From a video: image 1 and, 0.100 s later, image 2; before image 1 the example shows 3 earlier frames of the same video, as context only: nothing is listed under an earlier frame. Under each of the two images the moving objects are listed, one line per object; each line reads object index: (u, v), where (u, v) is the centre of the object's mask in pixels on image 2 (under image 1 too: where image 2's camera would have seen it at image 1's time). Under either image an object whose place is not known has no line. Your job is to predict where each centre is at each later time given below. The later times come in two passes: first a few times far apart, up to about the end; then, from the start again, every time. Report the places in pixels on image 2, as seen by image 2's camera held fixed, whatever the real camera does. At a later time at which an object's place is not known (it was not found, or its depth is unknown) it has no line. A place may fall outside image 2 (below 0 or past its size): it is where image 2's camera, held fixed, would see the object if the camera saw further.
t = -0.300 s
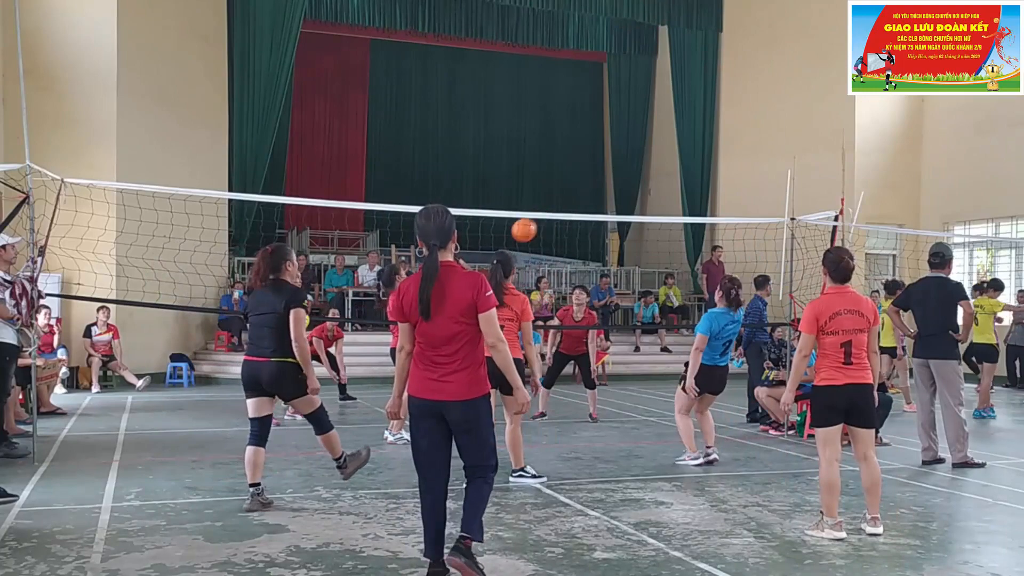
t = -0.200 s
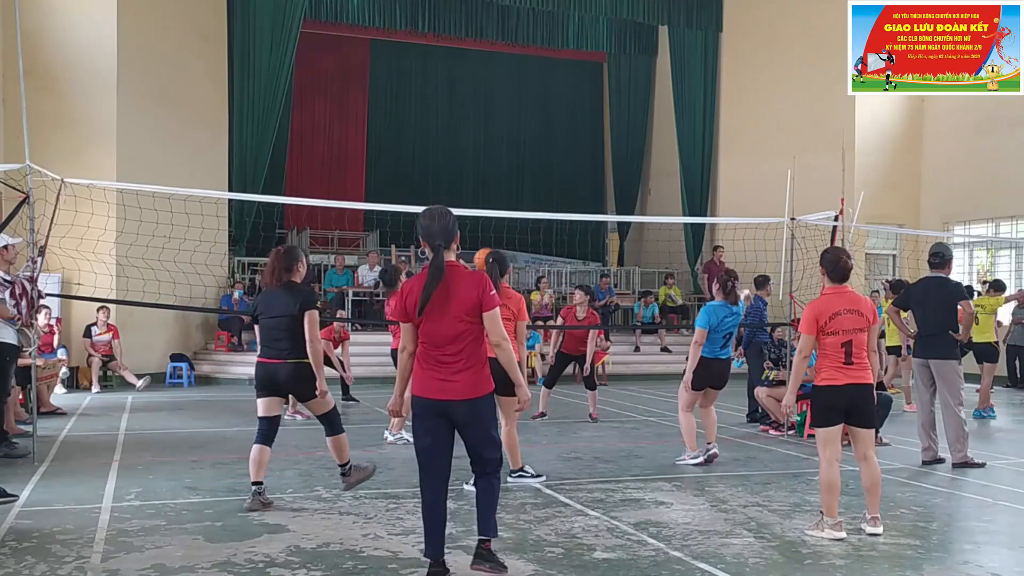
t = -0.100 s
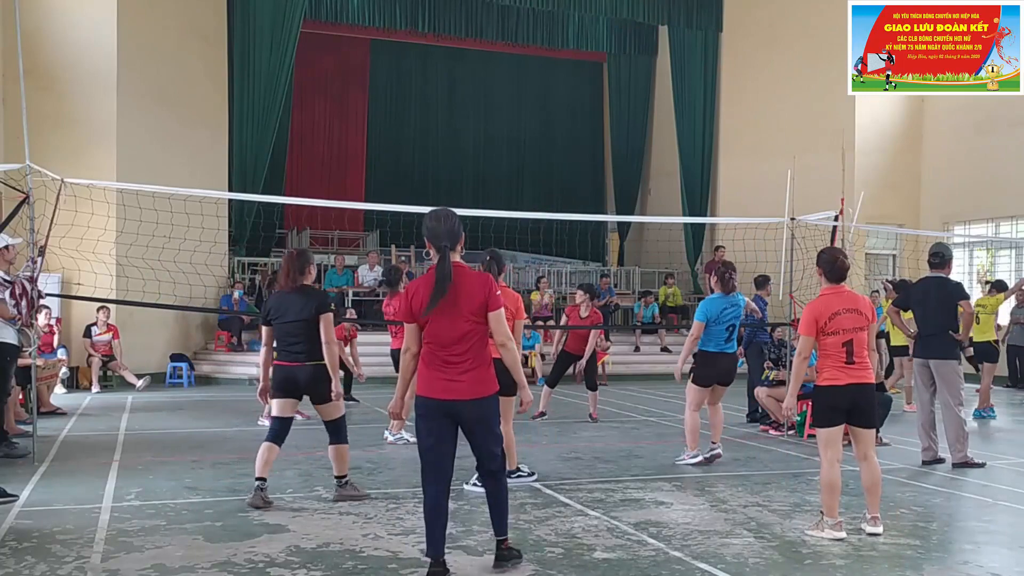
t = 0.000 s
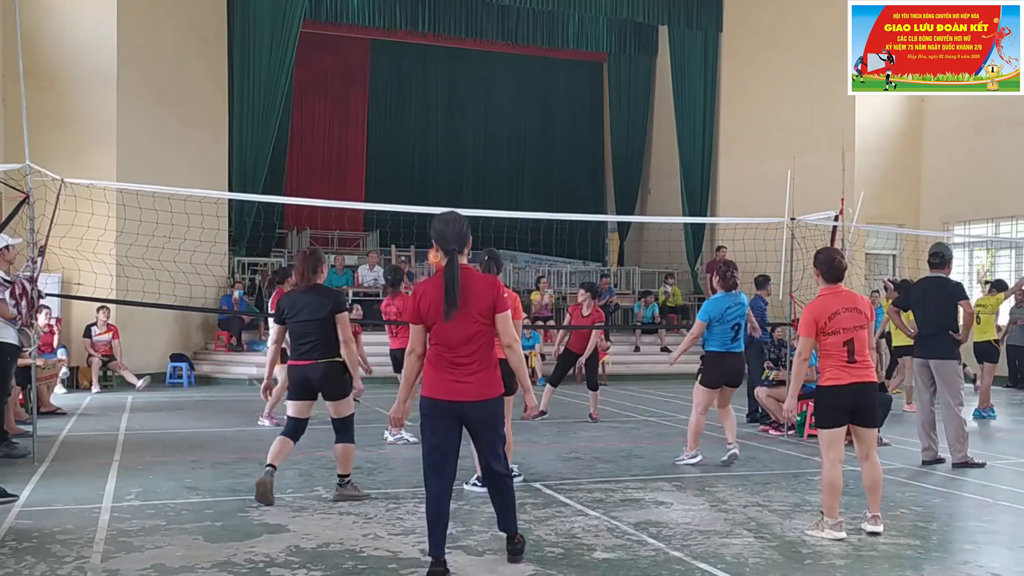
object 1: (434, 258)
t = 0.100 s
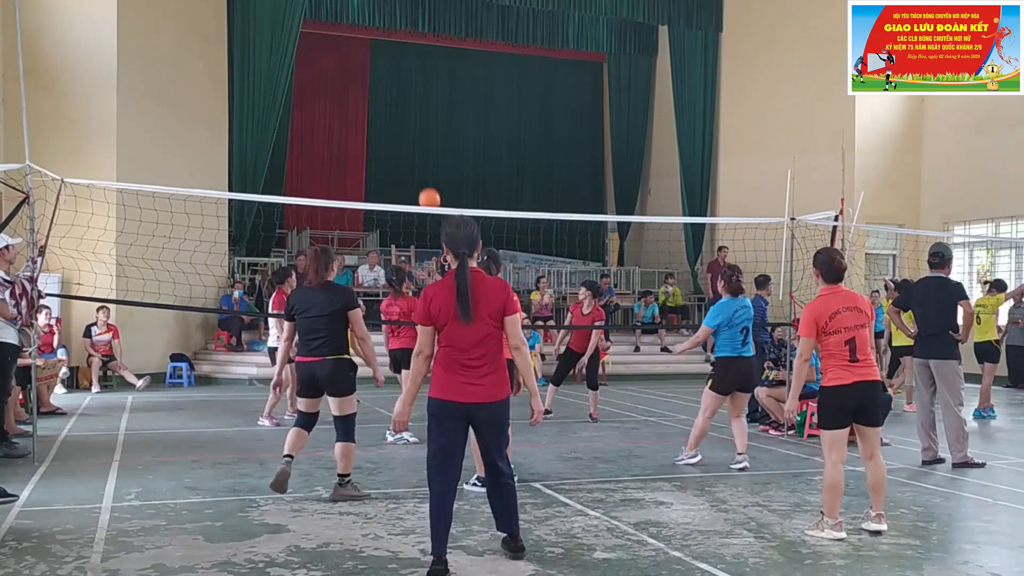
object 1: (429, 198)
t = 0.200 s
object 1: (420, 150)
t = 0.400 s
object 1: (398, 72)
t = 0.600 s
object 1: (375, 28)
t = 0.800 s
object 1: (348, 22)
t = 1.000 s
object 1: (317, 65)
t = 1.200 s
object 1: (284, 162)
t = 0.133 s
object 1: (426, 183)
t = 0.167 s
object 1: (423, 166)
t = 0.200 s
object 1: (420, 150)
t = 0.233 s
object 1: (417, 135)
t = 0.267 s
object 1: (414, 121)
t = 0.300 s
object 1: (410, 108)
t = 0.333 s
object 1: (406, 95)
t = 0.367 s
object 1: (402, 83)
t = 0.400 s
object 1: (398, 72)
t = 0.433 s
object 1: (395, 62)
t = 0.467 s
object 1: (391, 53)
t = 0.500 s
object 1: (387, 45)
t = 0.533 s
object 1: (383, 38)
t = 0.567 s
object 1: (379, 32)
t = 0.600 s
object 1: (375, 28)
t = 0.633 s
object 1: (371, 24)
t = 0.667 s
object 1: (367, 21)
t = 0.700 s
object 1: (362, 20)
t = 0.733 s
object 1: (358, 19)
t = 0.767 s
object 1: (353, 20)
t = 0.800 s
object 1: (348, 22)
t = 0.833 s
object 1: (344, 26)
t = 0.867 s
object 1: (338, 31)
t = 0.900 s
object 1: (333, 37)
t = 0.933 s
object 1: (328, 45)
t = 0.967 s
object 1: (322, 54)
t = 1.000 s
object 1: (317, 65)
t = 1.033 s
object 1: (312, 77)
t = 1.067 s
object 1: (306, 91)
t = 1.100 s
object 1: (301, 107)
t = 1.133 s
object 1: (295, 124)
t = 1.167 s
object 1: (290, 142)
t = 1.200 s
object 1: (284, 162)
